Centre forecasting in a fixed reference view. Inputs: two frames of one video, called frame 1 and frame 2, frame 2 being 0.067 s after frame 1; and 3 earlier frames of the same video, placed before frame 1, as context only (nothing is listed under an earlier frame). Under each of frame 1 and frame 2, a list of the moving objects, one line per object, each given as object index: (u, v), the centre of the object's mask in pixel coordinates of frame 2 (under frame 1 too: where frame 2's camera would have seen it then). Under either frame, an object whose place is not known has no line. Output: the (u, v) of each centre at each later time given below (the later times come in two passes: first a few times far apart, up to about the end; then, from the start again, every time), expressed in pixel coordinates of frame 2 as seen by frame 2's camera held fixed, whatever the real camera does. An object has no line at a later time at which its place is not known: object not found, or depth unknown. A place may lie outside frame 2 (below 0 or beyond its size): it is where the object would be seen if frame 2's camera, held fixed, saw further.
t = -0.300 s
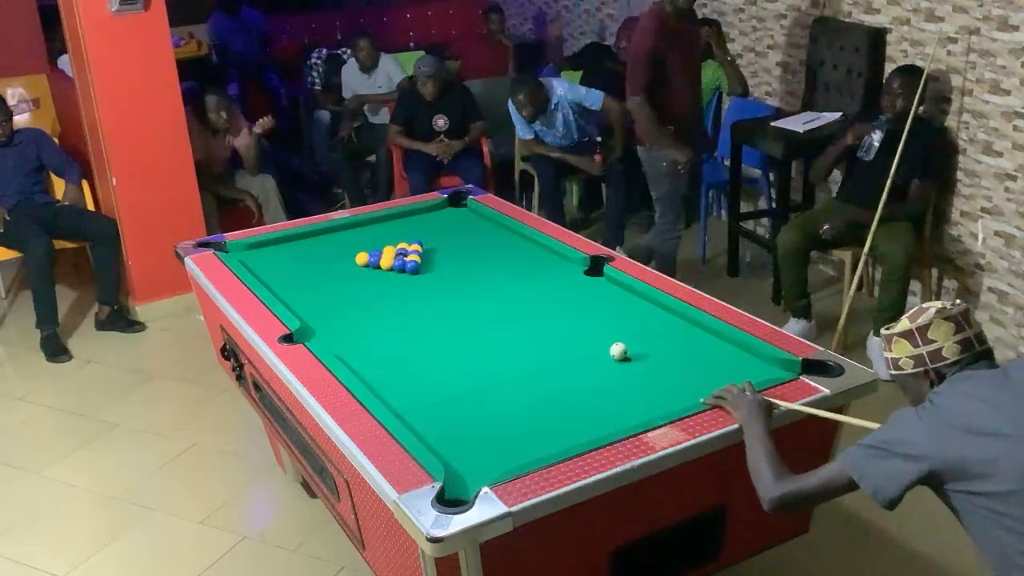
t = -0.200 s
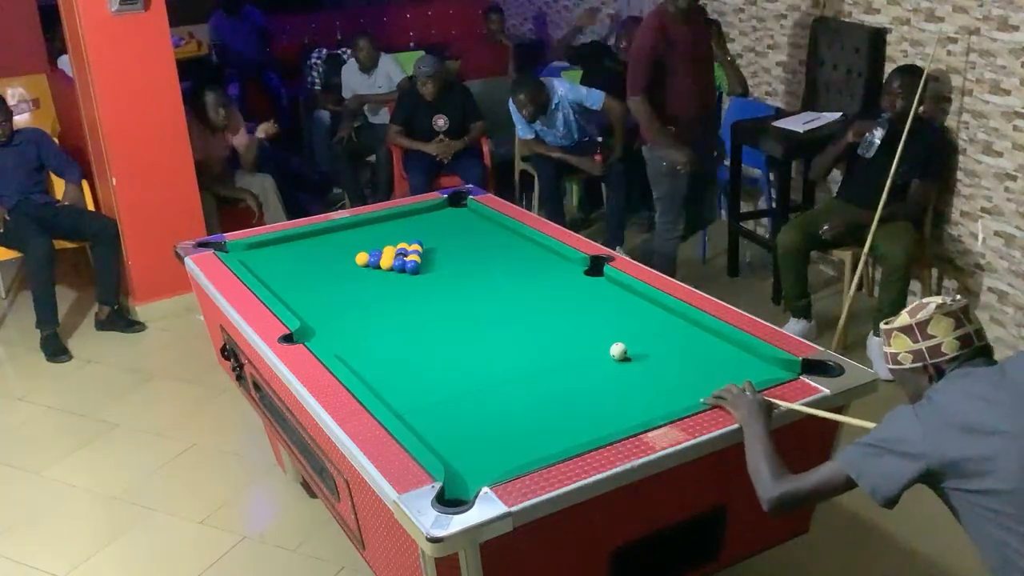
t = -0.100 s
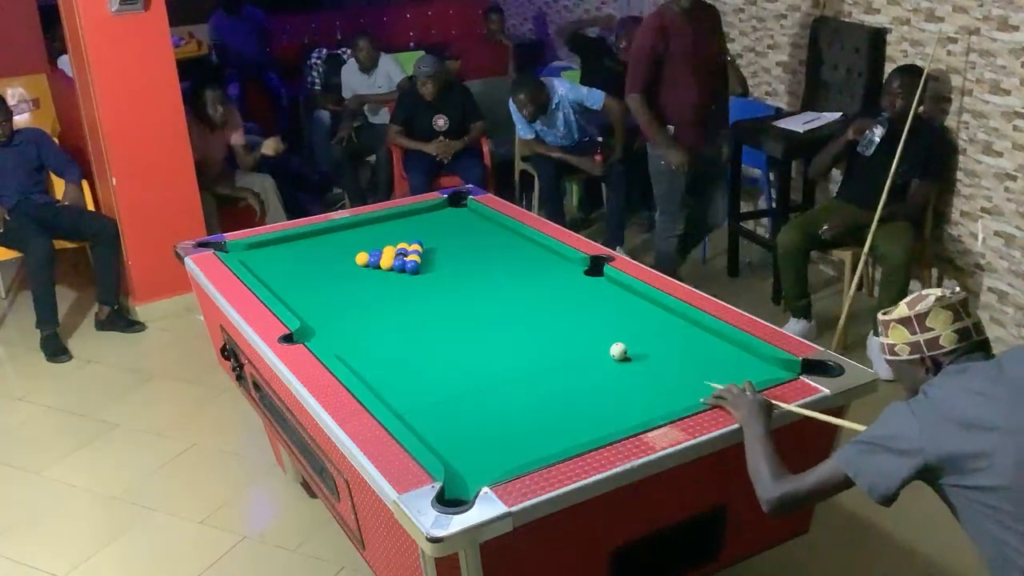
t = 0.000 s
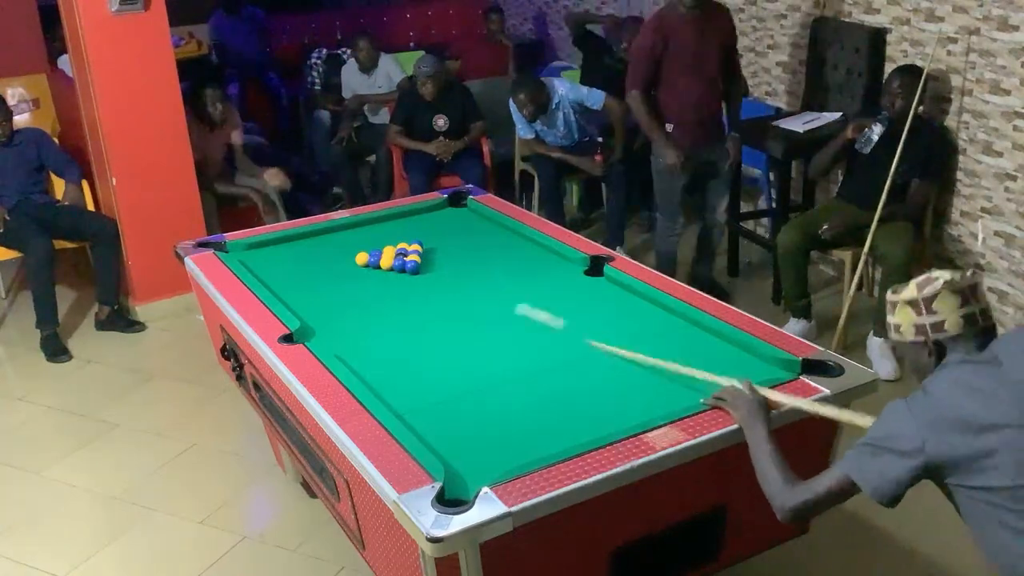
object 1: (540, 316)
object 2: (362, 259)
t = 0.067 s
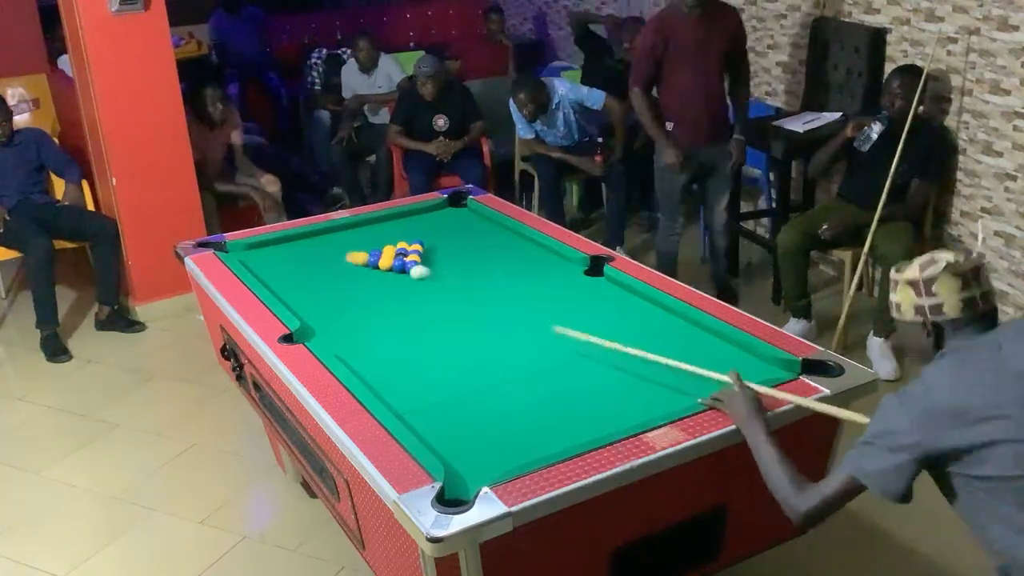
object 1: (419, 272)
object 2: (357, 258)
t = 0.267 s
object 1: (378, 311)
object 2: (252, 266)
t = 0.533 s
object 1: (347, 350)
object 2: (373, 296)
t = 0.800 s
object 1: (411, 353)
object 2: (504, 329)
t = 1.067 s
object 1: (471, 357)
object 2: (660, 370)
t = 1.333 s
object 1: (531, 361)
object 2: (727, 344)
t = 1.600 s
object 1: (588, 364)
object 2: (611, 328)
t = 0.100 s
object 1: (411, 278)
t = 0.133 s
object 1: (404, 285)
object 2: (293, 249)
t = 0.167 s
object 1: (398, 292)
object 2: (264, 244)
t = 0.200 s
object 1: (391, 298)
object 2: (255, 250)
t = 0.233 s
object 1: (384, 305)
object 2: (250, 259)
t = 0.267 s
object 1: (378, 311)
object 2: (252, 266)
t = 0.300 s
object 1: (371, 317)
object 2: (268, 270)
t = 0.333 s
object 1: (364, 323)
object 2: (283, 274)
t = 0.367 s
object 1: (358, 329)
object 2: (298, 278)
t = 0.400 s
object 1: (351, 335)
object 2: (314, 281)
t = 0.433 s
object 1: (344, 340)
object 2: (328, 285)
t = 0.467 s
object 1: (338, 346)
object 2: (344, 288)
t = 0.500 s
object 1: (337, 349)
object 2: (358, 292)
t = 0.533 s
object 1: (347, 350)
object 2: (373, 296)
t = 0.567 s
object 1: (357, 350)
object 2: (388, 300)
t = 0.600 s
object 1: (365, 350)
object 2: (404, 303)
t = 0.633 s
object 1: (373, 351)
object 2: (419, 307)
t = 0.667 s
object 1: (380, 351)
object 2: (436, 311)
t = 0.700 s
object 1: (388, 352)
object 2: (453, 316)
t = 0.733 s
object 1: (396, 352)
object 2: (469, 319)
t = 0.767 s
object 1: (403, 353)
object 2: (487, 324)
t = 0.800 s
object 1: (411, 353)
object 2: (504, 329)
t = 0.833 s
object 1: (419, 354)
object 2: (522, 333)
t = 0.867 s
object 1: (426, 354)
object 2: (541, 338)
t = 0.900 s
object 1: (433, 355)
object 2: (559, 341)
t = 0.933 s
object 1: (441, 355)
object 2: (579, 347)
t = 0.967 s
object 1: (449, 356)
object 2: (599, 352)
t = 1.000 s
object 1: (457, 356)
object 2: (620, 357)
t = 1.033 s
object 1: (464, 356)
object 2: (640, 363)
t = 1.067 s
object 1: (471, 357)
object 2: (660, 370)
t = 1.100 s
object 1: (479, 357)
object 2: (684, 373)
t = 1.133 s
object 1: (487, 358)
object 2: (705, 377)
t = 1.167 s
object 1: (493, 358)
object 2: (726, 383)
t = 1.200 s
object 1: (501, 359)
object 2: (734, 378)
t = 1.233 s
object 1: (509, 359)
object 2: (733, 369)
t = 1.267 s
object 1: (516, 360)
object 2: (732, 359)
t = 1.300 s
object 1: (524, 360)
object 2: (732, 350)
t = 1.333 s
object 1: (531, 361)
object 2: (727, 344)
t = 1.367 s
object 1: (538, 361)
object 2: (708, 342)
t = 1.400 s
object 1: (545, 362)
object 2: (691, 340)
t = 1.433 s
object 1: (552, 363)
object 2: (677, 338)
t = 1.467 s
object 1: (560, 363)
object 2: (662, 336)
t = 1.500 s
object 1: (567, 363)
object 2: (649, 334)
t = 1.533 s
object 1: (574, 364)
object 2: (636, 332)
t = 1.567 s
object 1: (581, 364)
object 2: (623, 330)
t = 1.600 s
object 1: (588, 364)
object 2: (611, 328)
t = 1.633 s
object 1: (595, 365)
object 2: (599, 326)
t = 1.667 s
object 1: (603, 365)
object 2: (587, 324)
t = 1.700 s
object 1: (610, 366)
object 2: (574, 323)
